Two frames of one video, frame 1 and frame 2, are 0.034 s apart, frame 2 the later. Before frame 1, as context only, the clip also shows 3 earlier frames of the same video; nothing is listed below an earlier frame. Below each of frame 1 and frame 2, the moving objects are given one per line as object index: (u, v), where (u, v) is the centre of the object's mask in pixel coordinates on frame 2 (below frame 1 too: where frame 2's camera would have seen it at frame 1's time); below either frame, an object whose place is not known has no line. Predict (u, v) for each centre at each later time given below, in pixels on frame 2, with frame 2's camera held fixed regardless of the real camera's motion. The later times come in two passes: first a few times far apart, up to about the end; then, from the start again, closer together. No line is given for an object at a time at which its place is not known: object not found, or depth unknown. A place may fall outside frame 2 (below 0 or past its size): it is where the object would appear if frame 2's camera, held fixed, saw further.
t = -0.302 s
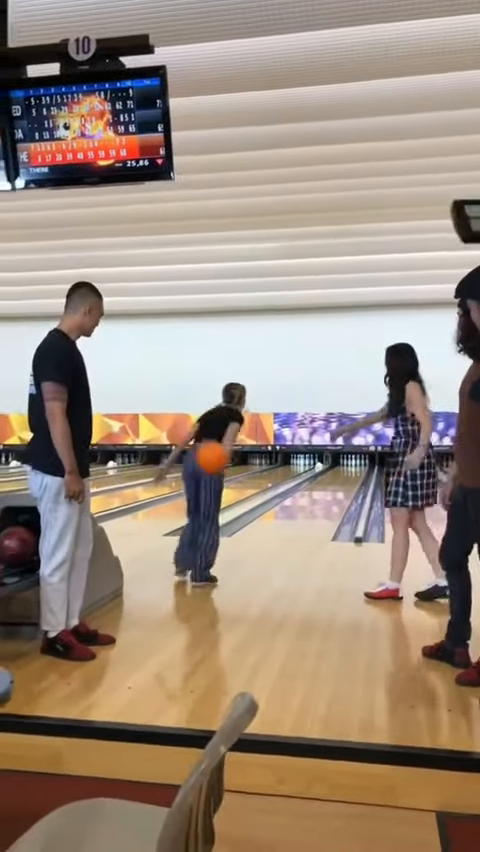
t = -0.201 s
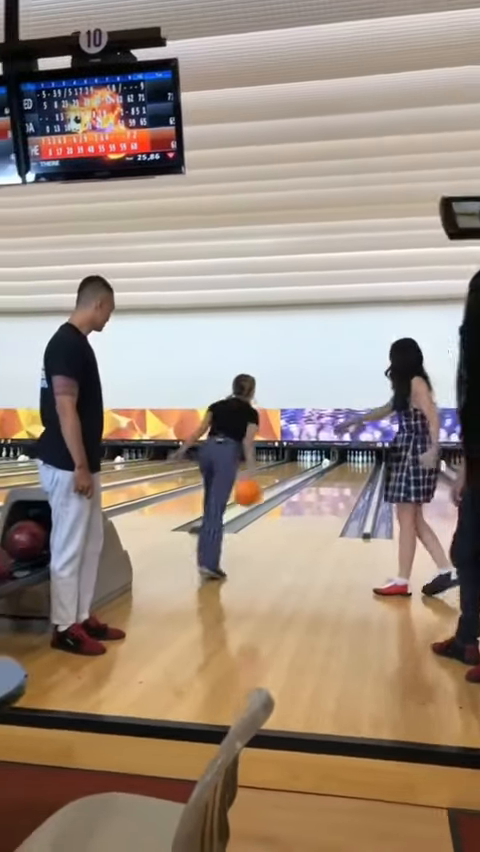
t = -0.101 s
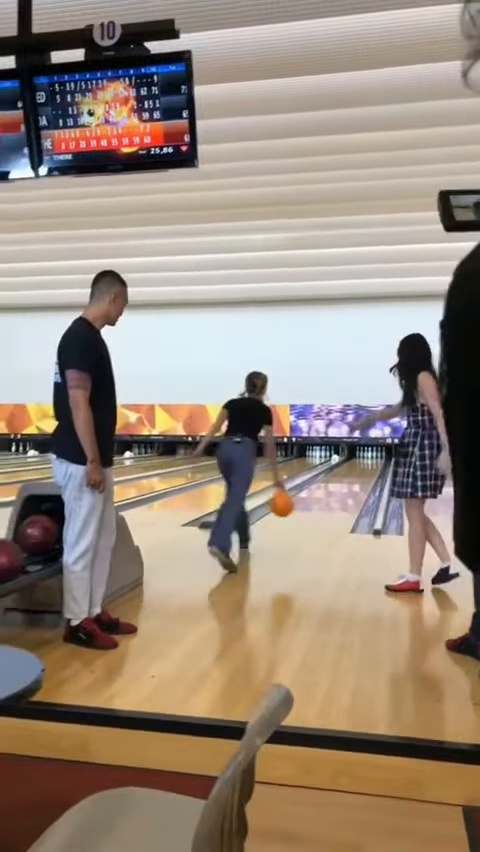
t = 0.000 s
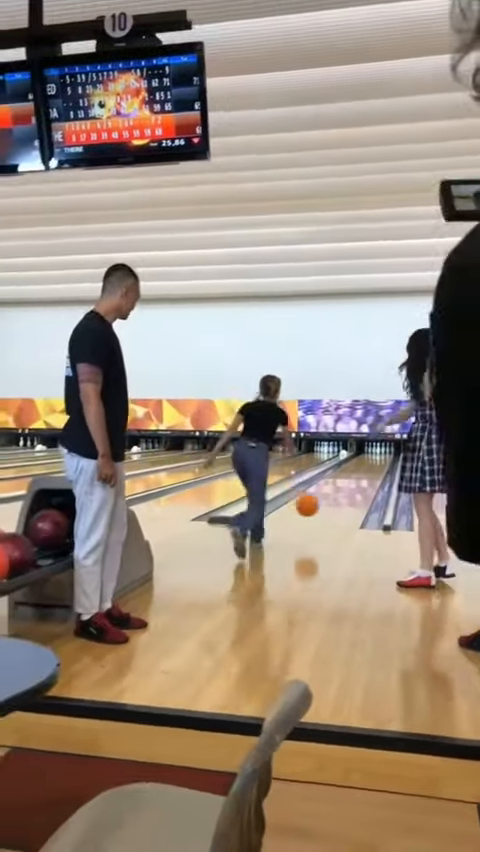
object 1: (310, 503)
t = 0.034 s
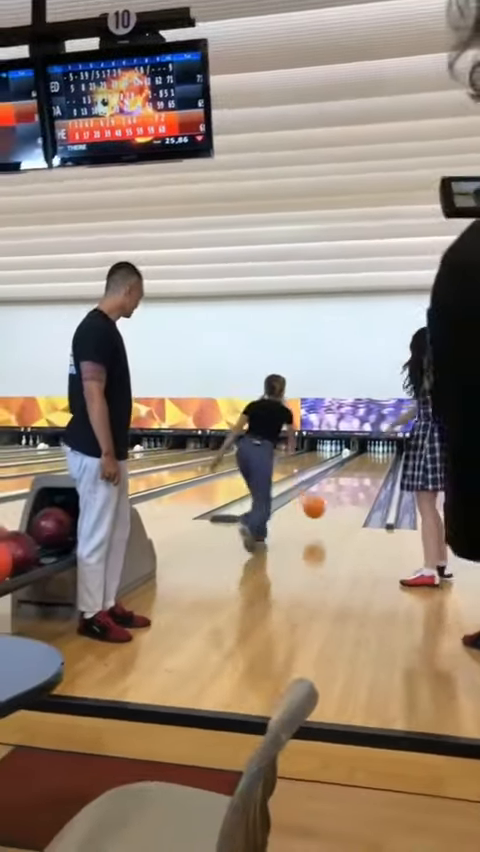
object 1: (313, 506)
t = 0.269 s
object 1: (339, 499)
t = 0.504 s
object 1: (355, 488)
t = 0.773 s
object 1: (367, 479)
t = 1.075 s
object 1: (378, 469)
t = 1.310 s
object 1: (384, 466)
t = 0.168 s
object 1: (330, 503)
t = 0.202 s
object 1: (333, 501)
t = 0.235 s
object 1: (336, 499)
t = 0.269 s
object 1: (339, 499)
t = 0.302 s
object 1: (342, 499)
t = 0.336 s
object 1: (344, 497)
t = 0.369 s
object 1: (346, 496)
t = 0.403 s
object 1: (349, 494)
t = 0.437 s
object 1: (352, 491)
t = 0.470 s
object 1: (353, 489)
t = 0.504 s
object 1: (355, 488)
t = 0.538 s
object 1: (357, 487)
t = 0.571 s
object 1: (358, 486)
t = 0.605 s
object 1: (360, 485)
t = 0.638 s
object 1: (361, 484)
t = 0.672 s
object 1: (362, 483)
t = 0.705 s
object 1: (363, 481)
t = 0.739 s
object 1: (365, 480)
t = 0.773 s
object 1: (367, 479)
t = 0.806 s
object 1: (368, 478)
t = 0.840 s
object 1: (371, 476)
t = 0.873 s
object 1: (372, 476)
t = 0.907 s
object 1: (371, 476)
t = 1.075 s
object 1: (378, 469)
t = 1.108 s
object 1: (379, 469)
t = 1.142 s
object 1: (381, 468)
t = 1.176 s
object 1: (381, 468)
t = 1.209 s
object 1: (382, 467)
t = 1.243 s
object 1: (382, 467)
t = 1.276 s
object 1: (382, 467)
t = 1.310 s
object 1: (384, 466)
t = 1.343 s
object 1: (385, 464)
